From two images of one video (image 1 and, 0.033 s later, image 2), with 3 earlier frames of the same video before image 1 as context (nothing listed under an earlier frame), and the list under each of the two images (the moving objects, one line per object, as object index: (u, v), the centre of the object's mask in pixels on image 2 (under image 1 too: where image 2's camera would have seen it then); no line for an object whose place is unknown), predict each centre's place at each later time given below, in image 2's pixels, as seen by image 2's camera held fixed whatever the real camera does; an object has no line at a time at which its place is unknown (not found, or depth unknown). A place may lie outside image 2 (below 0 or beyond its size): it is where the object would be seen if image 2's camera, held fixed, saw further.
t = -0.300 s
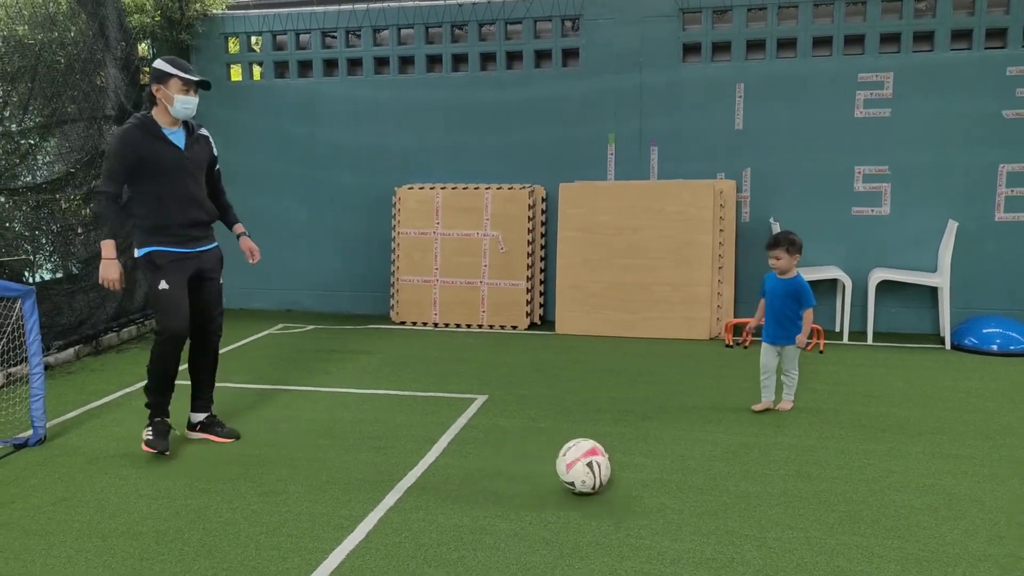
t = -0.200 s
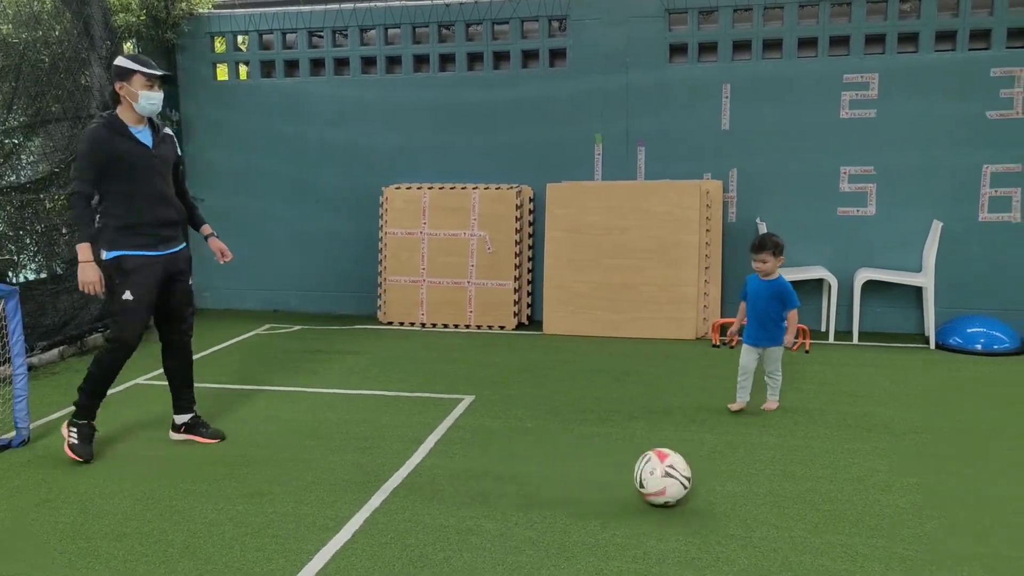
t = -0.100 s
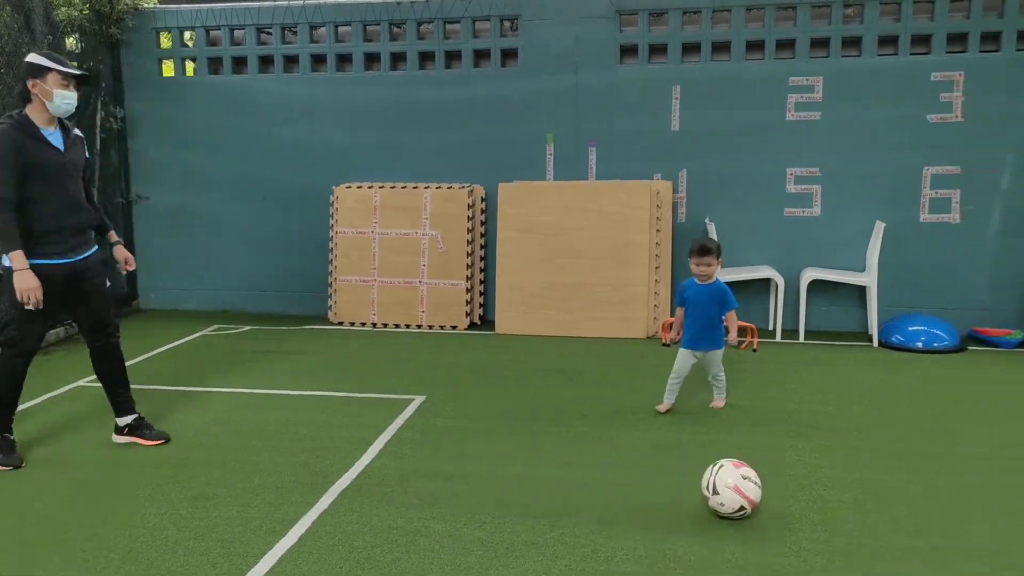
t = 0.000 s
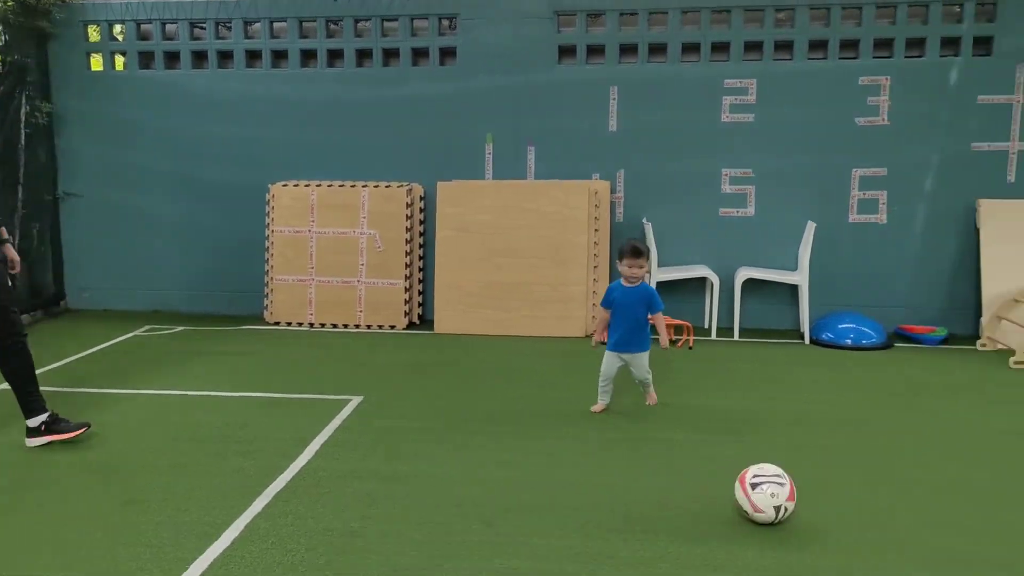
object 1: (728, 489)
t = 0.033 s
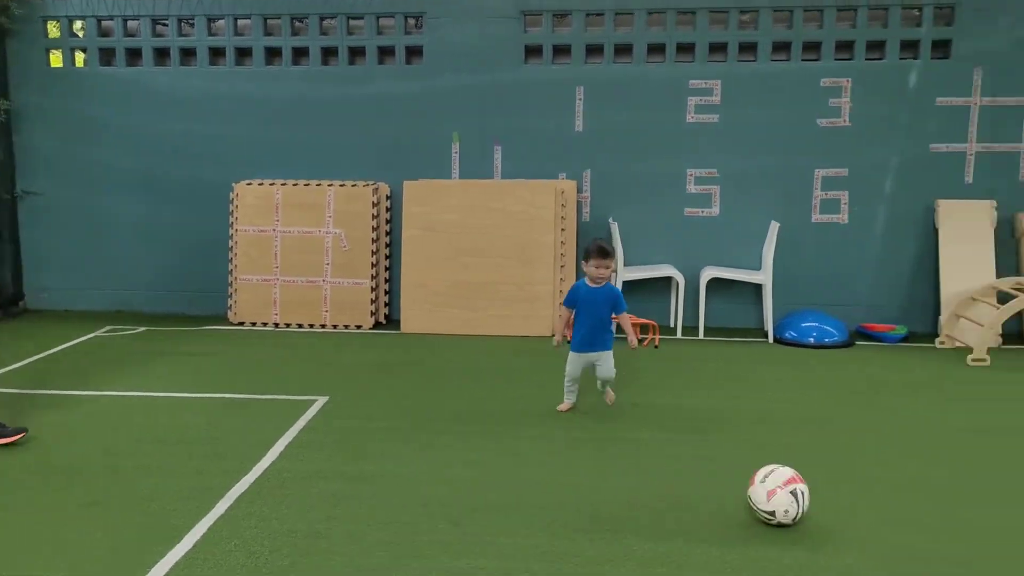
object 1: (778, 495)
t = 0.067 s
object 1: (805, 497)
